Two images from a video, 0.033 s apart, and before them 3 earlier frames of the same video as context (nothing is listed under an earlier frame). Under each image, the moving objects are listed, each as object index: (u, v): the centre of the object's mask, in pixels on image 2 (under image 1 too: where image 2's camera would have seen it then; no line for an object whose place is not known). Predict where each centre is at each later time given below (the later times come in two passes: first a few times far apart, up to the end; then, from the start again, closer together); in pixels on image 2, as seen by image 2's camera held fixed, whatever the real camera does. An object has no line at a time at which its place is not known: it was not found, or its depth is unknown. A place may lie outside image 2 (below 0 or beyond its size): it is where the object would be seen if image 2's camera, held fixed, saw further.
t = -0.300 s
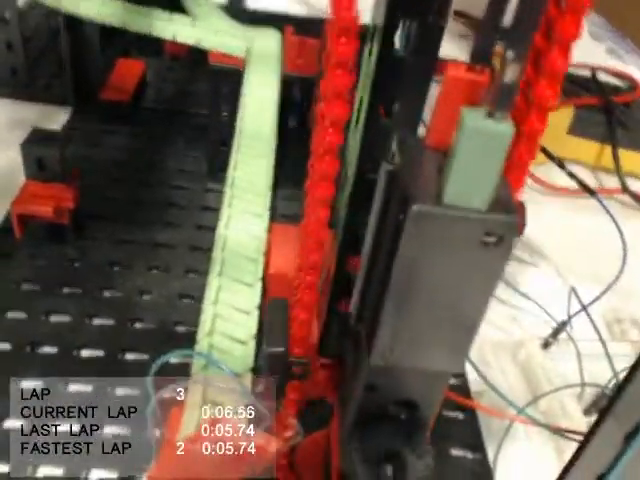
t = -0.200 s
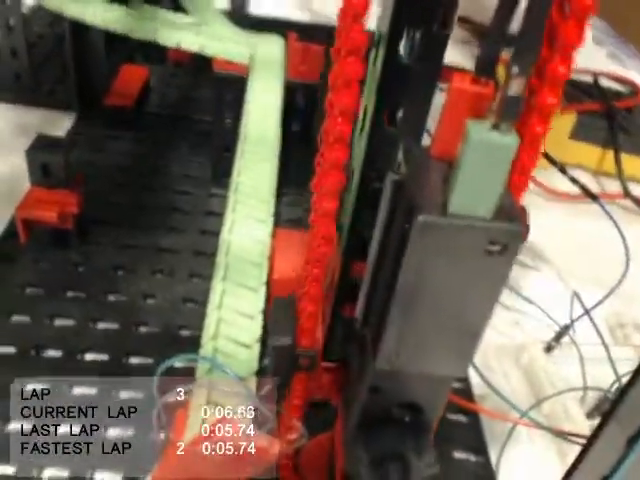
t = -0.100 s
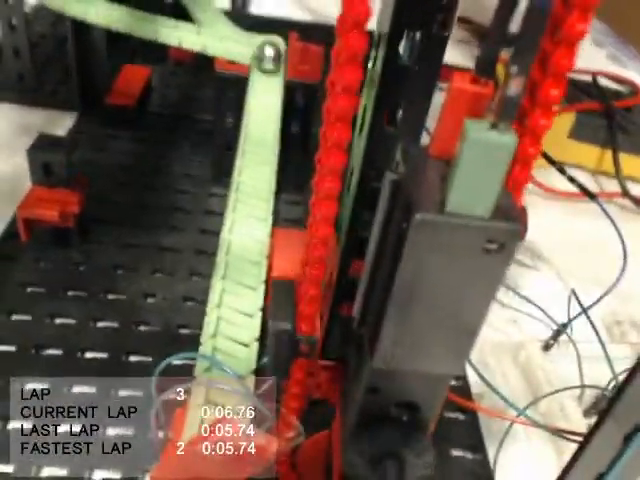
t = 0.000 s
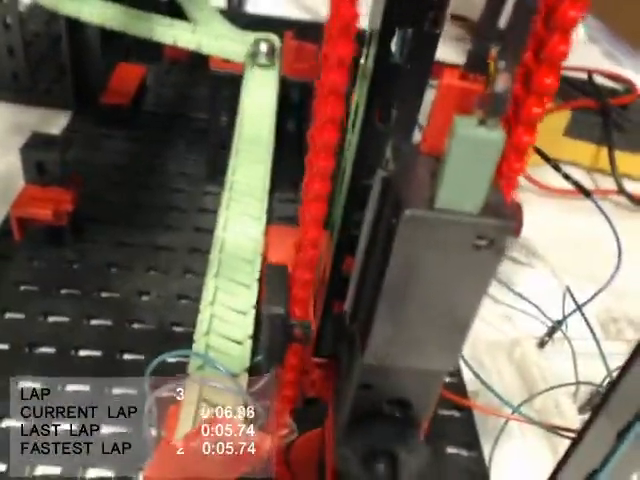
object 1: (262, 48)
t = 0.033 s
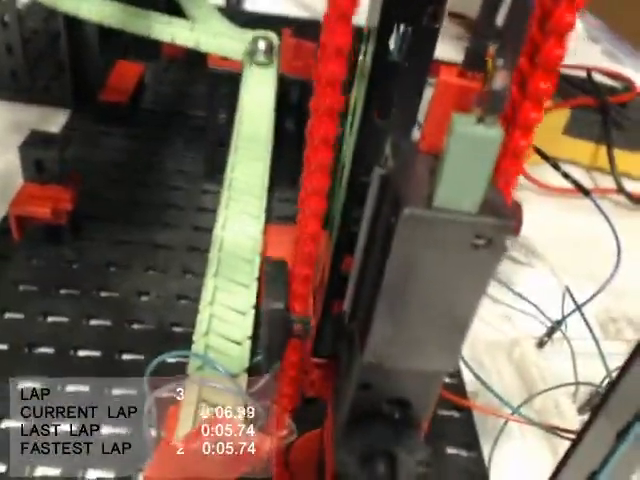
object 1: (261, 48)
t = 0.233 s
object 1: (258, 78)
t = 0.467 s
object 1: (255, 154)
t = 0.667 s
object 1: (235, 303)
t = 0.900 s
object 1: (226, 381)
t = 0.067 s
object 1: (261, 48)
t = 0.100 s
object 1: (261, 51)
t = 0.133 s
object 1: (260, 57)
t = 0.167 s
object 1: (260, 63)
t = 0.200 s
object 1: (260, 71)
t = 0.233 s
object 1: (258, 78)
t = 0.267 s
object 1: (258, 87)
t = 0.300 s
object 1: (256, 97)
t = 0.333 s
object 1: (256, 109)
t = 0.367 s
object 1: (256, 118)
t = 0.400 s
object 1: (255, 130)
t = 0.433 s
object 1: (254, 141)
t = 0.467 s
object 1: (255, 154)
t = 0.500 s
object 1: (251, 174)
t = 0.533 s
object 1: (249, 196)
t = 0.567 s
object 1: (247, 219)
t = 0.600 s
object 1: (243, 244)
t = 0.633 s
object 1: (239, 270)
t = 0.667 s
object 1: (235, 303)
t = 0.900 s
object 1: (226, 381)
